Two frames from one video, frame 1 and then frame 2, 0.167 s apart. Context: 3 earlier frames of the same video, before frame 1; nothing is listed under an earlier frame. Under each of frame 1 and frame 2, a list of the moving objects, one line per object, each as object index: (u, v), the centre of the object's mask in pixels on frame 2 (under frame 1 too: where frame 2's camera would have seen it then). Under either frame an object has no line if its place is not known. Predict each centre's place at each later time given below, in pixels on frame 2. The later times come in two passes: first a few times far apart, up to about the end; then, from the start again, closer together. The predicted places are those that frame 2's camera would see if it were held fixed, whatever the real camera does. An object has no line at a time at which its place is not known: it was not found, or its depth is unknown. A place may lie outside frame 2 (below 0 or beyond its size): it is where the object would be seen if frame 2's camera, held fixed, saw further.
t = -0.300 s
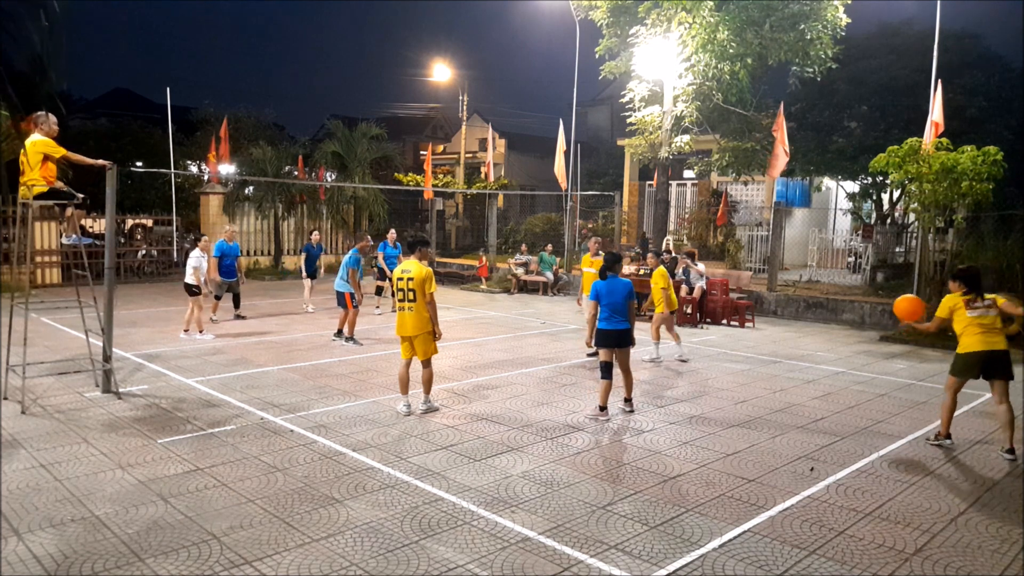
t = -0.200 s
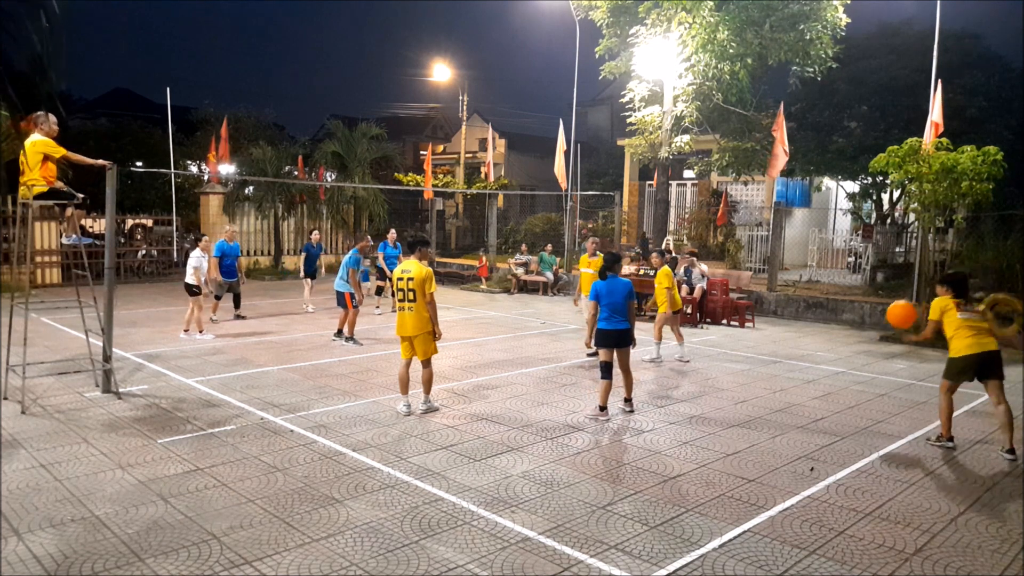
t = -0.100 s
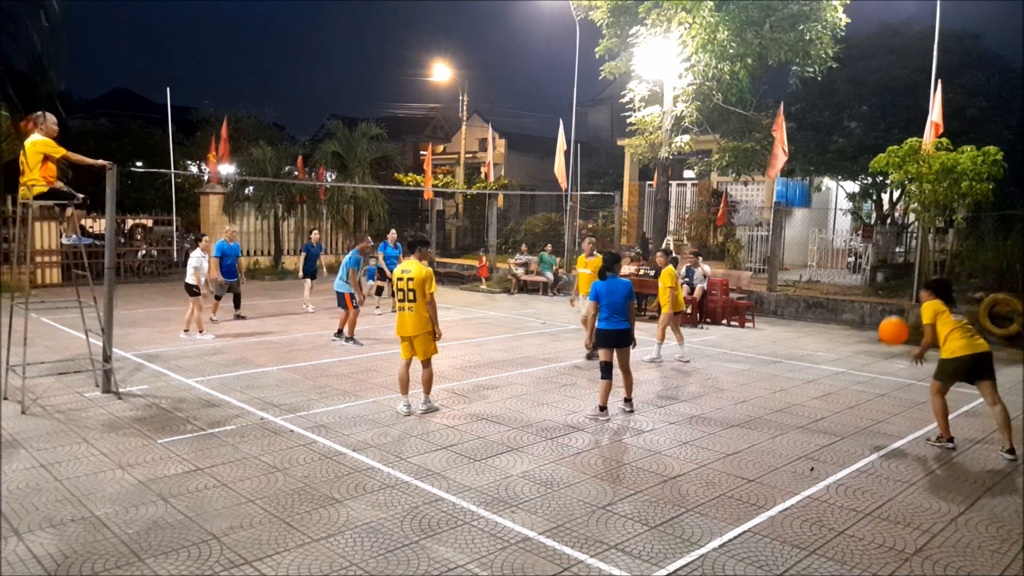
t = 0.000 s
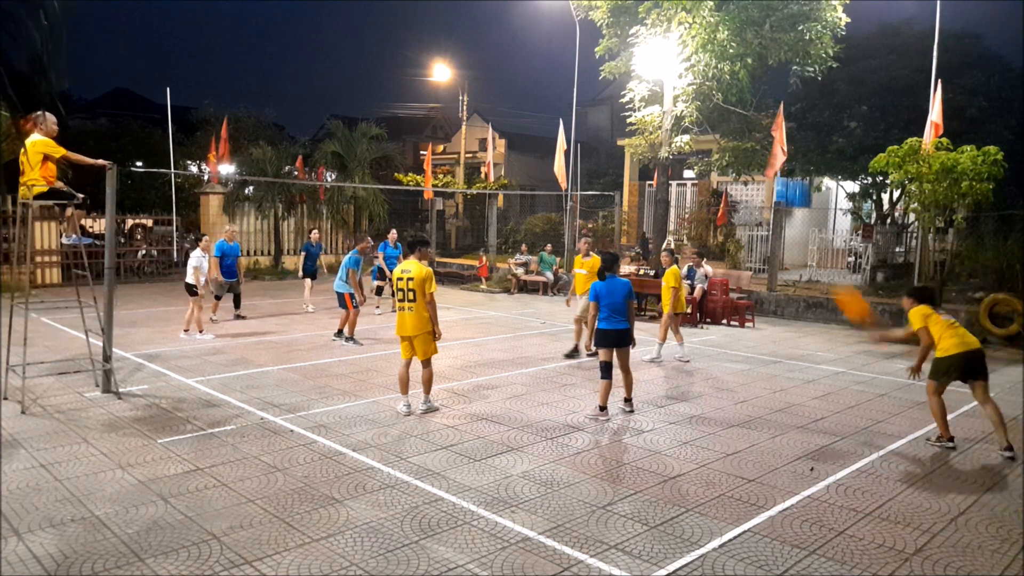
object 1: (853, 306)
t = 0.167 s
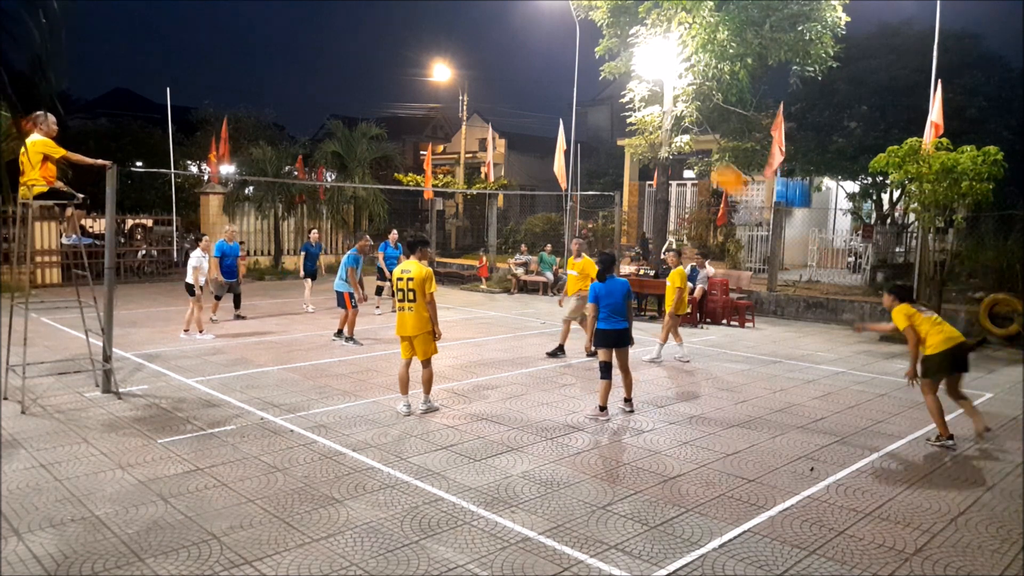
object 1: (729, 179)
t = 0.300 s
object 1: (646, 117)
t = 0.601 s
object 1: (495, 50)
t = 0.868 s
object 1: (392, 64)
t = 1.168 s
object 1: (301, 136)
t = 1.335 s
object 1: (259, 195)
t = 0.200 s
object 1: (708, 161)
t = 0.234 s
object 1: (688, 147)
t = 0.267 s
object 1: (668, 131)
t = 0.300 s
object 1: (646, 117)
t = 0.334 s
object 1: (623, 102)
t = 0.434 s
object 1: (574, 74)
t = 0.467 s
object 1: (557, 67)
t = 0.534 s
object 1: (526, 56)
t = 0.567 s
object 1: (510, 52)
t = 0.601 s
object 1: (495, 50)
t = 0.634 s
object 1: (481, 48)
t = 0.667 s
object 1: (467, 48)
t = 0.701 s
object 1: (454, 48)
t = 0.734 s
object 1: (441, 50)
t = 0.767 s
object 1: (429, 52)
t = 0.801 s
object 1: (416, 56)
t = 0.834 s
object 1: (404, 60)
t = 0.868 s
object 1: (392, 64)
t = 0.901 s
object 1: (381, 70)
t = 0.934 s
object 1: (370, 76)
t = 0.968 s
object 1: (359, 82)
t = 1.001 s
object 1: (349, 90)
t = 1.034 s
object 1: (338, 98)
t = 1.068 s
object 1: (329, 106)
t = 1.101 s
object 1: (319, 115)
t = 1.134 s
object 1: (310, 125)
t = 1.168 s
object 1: (301, 136)
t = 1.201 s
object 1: (292, 146)
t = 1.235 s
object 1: (283, 157)
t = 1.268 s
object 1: (275, 168)
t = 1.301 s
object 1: (267, 182)
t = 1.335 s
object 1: (259, 195)
